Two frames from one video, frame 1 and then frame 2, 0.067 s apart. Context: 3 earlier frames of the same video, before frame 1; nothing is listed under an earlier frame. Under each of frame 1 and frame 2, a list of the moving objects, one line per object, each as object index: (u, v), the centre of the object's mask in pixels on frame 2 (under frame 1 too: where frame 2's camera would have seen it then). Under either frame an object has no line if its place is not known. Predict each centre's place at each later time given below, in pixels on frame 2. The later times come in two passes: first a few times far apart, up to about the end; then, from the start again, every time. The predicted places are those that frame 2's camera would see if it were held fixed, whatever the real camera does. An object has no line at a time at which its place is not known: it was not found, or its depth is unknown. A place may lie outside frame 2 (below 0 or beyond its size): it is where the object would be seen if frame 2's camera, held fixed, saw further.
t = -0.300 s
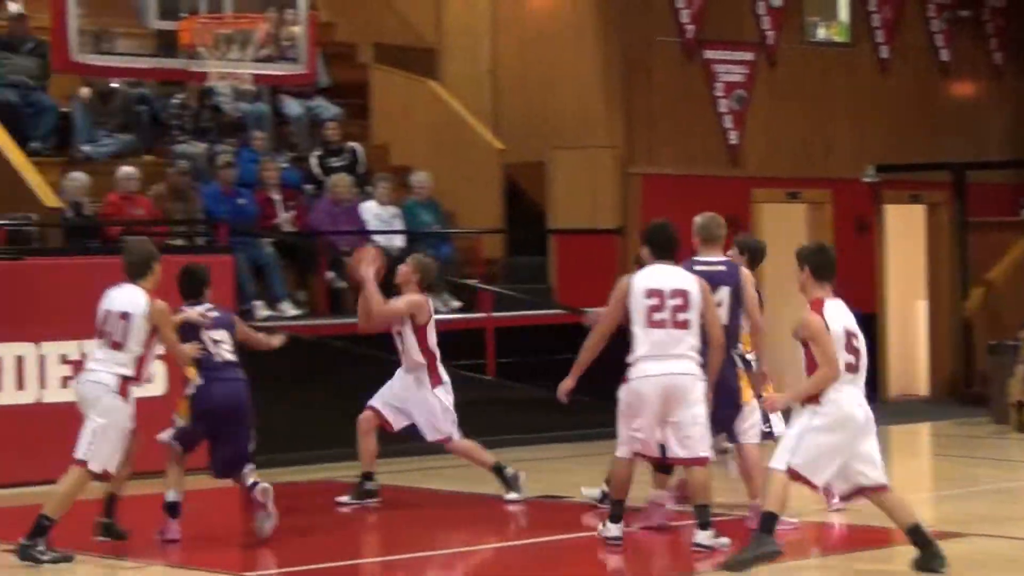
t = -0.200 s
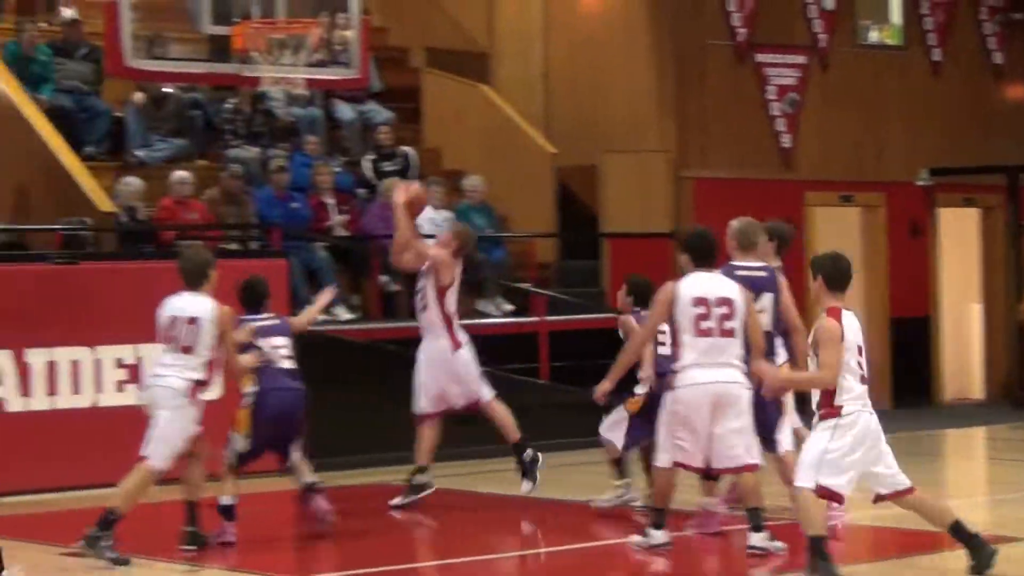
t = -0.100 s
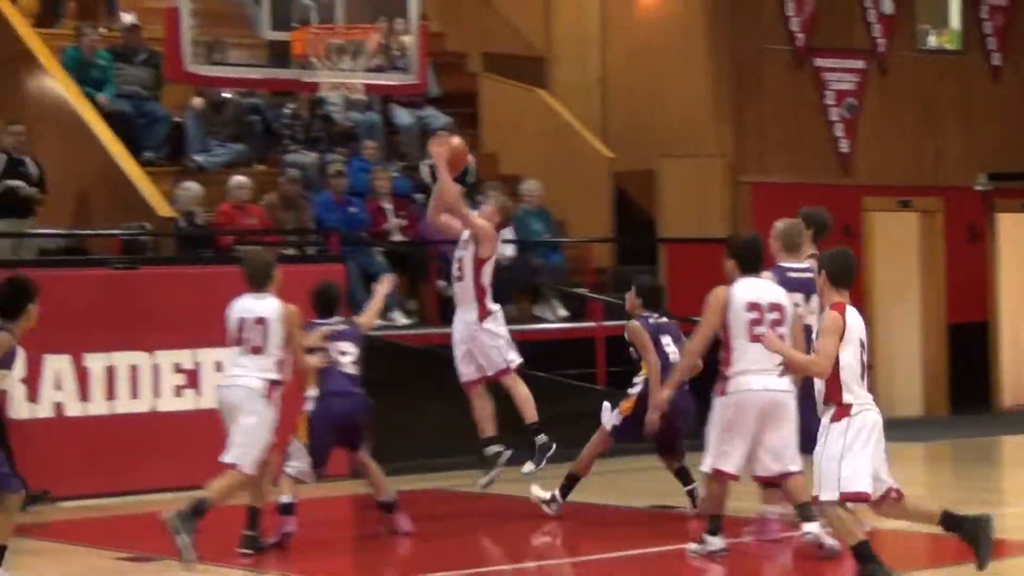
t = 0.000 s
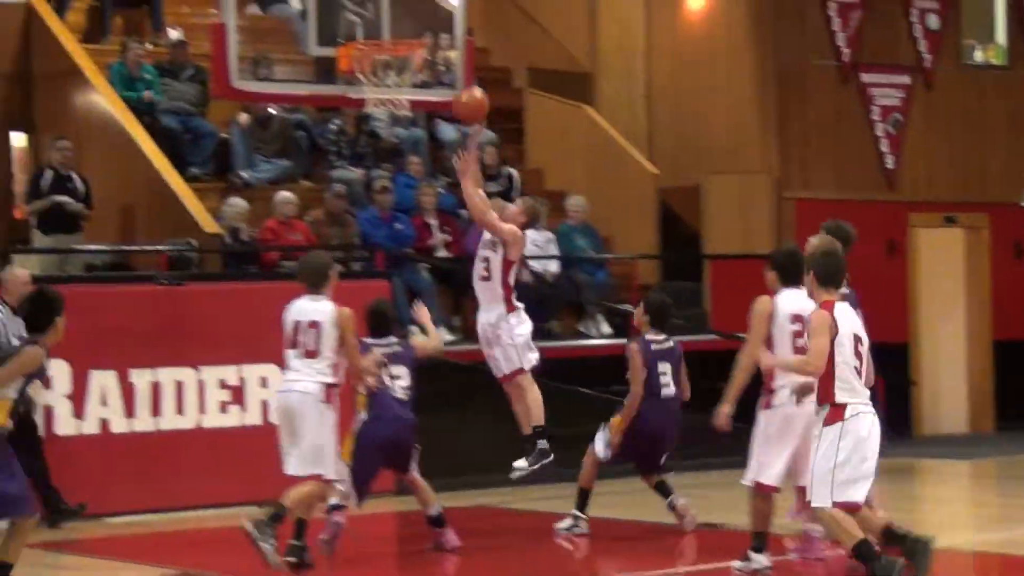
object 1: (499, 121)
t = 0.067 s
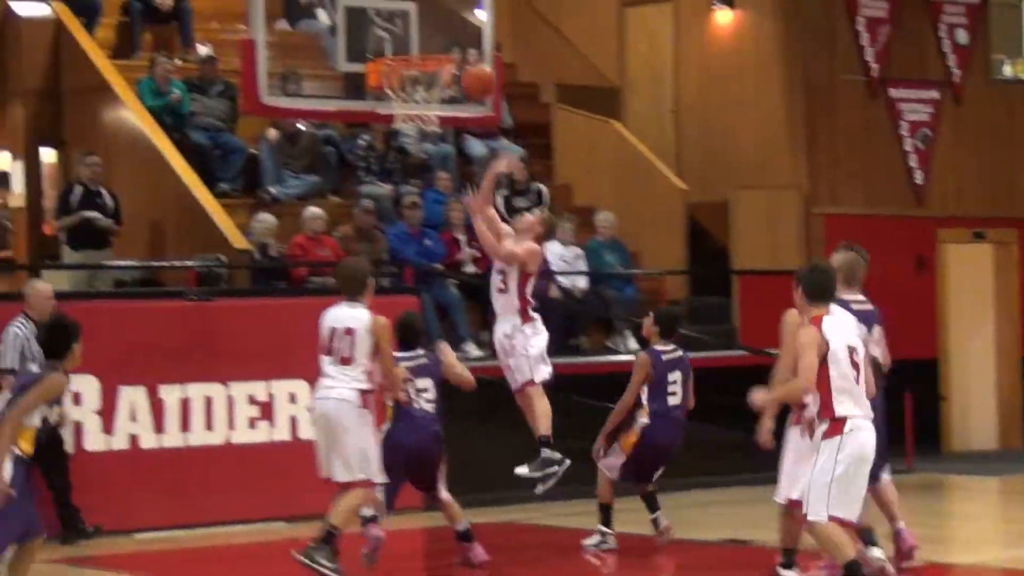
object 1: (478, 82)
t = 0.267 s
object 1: (446, 20)
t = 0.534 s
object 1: (429, 42)
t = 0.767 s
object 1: (420, 136)
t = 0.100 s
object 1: (468, 64)
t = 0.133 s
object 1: (460, 48)
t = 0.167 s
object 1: (453, 37)
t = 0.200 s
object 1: (450, 30)
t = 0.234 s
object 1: (448, 23)
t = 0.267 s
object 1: (446, 20)
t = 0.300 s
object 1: (444, 17)
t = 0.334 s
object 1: (442, 16)
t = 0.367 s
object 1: (441, 16)
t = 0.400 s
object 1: (437, 18)
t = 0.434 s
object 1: (436, 22)
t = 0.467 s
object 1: (433, 28)
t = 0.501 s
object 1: (431, 37)
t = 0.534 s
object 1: (429, 42)
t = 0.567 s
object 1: (428, 48)
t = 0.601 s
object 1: (423, 60)
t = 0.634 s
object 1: (424, 84)
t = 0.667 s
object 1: (424, 101)
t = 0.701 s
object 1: (425, 110)
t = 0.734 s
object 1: (424, 128)
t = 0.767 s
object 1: (420, 136)
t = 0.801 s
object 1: (419, 151)
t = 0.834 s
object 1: (419, 167)
